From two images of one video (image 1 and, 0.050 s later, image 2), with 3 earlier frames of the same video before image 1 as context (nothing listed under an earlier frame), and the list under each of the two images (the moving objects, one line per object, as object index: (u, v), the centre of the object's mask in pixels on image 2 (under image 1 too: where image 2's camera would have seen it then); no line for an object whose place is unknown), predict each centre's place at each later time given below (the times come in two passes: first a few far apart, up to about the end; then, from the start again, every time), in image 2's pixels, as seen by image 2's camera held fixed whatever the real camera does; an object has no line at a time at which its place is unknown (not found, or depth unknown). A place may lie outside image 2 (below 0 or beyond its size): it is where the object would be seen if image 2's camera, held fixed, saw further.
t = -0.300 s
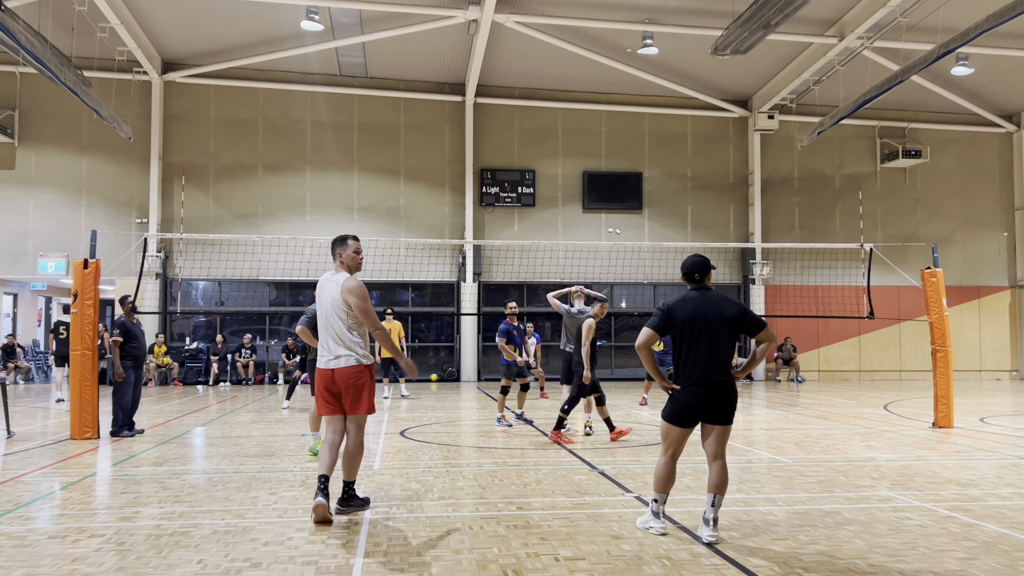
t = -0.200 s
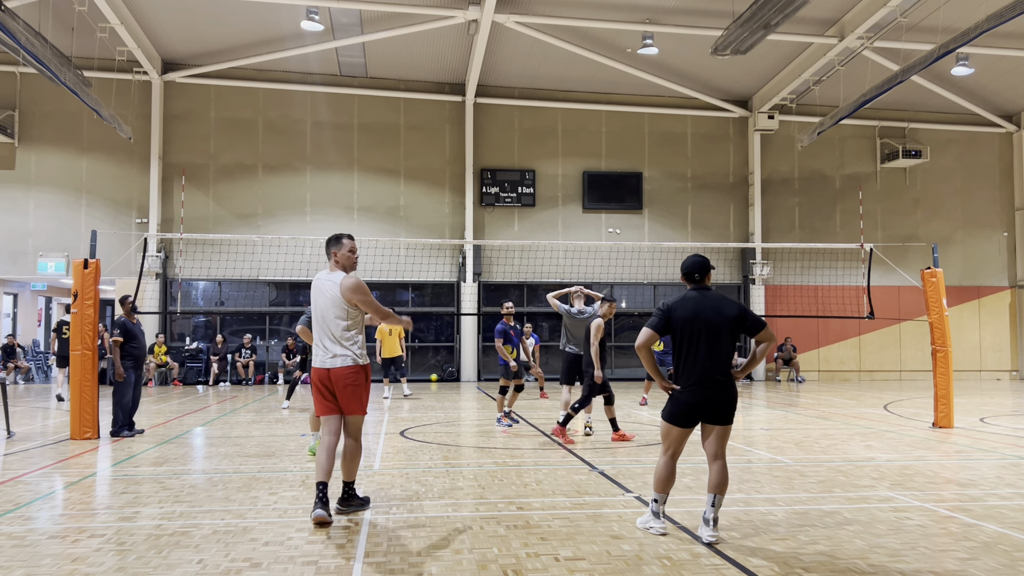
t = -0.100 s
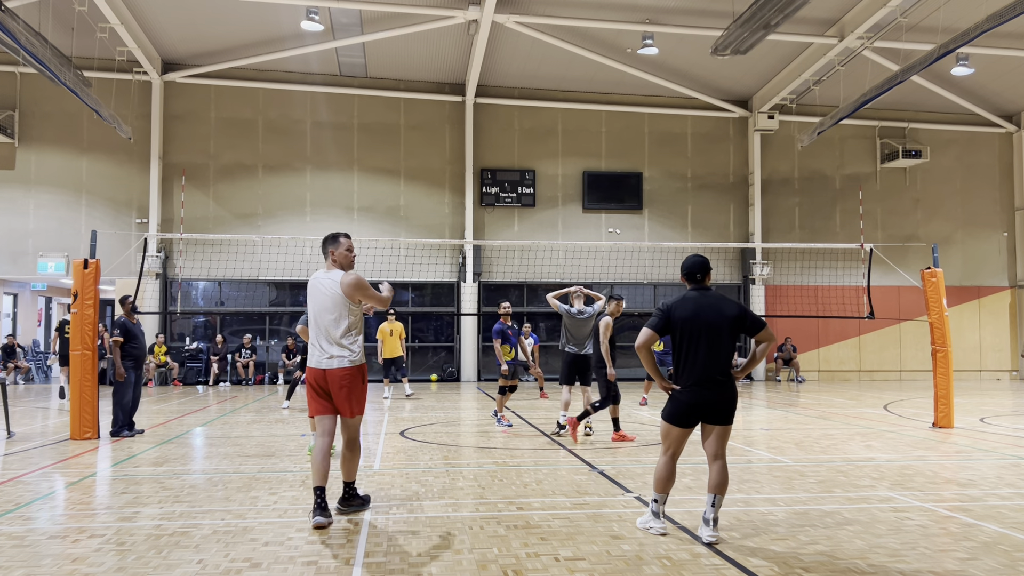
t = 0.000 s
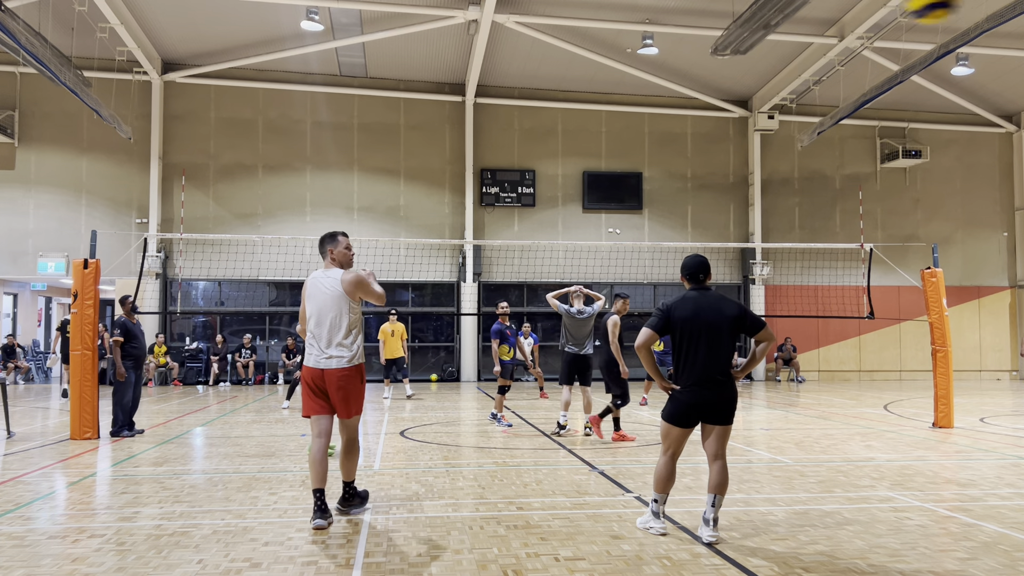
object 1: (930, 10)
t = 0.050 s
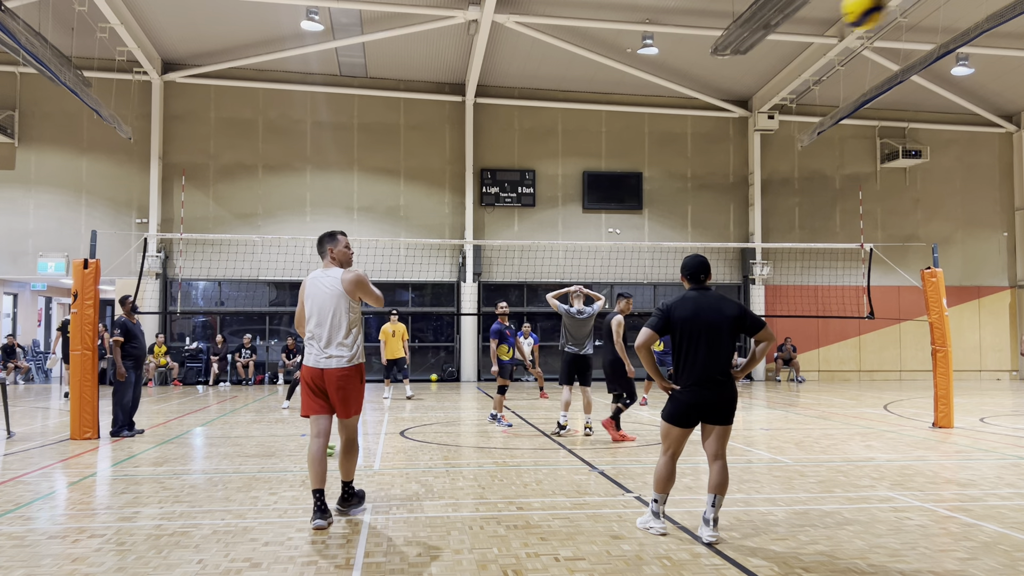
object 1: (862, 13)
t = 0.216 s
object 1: (725, 54)
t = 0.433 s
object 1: (631, 129)
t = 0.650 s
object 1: (580, 211)
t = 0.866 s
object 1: (552, 247)
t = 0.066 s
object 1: (844, 15)
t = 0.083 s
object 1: (826, 18)
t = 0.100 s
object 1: (811, 21)
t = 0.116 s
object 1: (796, 24)
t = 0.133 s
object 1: (782, 29)
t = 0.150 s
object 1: (769, 34)
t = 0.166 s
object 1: (757, 38)
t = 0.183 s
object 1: (746, 44)
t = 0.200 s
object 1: (735, 49)
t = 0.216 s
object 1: (725, 54)
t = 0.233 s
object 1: (714, 59)
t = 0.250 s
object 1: (706, 65)
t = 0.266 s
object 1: (697, 70)
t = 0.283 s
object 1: (689, 75)
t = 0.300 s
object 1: (682, 81)
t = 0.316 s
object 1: (674, 87)
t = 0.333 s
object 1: (667, 94)
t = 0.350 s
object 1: (660, 99)
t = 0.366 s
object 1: (654, 105)
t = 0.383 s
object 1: (648, 111)
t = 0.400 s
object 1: (642, 117)
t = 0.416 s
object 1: (636, 123)
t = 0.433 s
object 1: (631, 129)
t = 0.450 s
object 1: (626, 135)
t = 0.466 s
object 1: (622, 142)
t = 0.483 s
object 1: (617, 148)
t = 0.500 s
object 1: (613, 154)
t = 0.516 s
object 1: (609, 160)
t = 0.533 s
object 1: (605, 167)
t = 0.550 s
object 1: (601, 173)
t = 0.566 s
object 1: (597, 180)
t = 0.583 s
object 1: (593, 186)
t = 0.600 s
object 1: (590, 192)
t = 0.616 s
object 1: (586, 198)
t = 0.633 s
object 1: (583, 204)
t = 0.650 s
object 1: (580, 211)
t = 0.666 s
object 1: (576, 217)
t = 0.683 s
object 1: (573, 223)
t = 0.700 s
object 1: (570, 229)
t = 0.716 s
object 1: (567, 236)
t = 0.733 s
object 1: (565, 239)
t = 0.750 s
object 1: (563, 239)
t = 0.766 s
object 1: (561, 239)
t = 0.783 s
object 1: (560, 239)
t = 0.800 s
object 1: (559, 240)
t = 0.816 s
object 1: (557, 241)
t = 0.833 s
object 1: (555, 243)
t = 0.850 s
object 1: (554, 244)
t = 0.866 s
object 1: (552, 247)
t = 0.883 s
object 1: (551, 249)
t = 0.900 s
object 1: (549, 250)
